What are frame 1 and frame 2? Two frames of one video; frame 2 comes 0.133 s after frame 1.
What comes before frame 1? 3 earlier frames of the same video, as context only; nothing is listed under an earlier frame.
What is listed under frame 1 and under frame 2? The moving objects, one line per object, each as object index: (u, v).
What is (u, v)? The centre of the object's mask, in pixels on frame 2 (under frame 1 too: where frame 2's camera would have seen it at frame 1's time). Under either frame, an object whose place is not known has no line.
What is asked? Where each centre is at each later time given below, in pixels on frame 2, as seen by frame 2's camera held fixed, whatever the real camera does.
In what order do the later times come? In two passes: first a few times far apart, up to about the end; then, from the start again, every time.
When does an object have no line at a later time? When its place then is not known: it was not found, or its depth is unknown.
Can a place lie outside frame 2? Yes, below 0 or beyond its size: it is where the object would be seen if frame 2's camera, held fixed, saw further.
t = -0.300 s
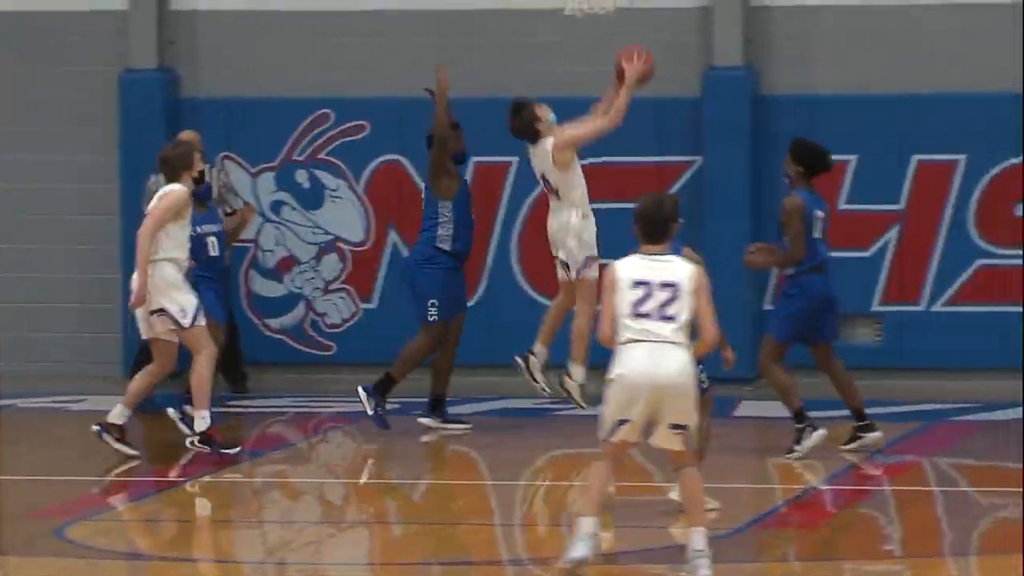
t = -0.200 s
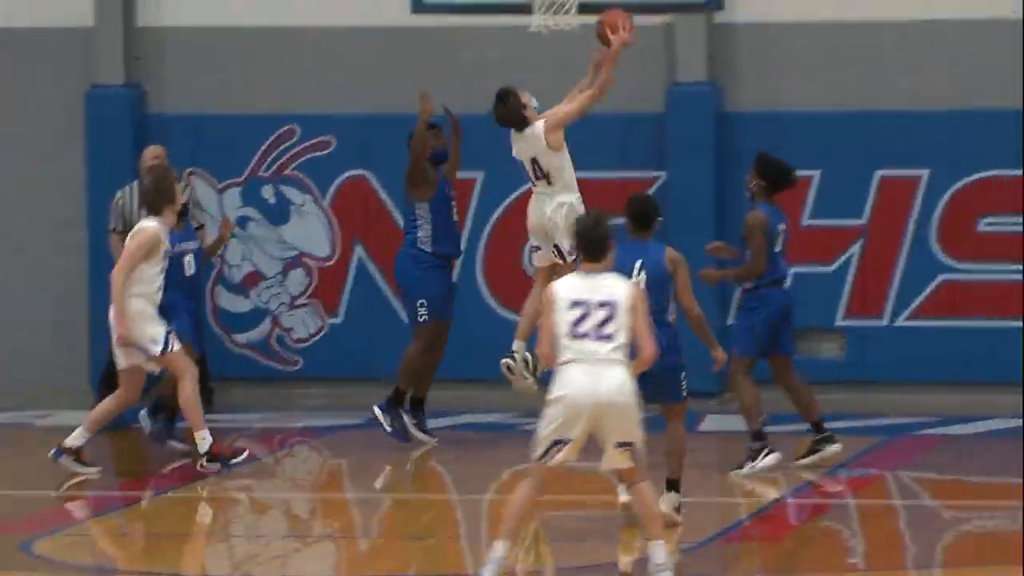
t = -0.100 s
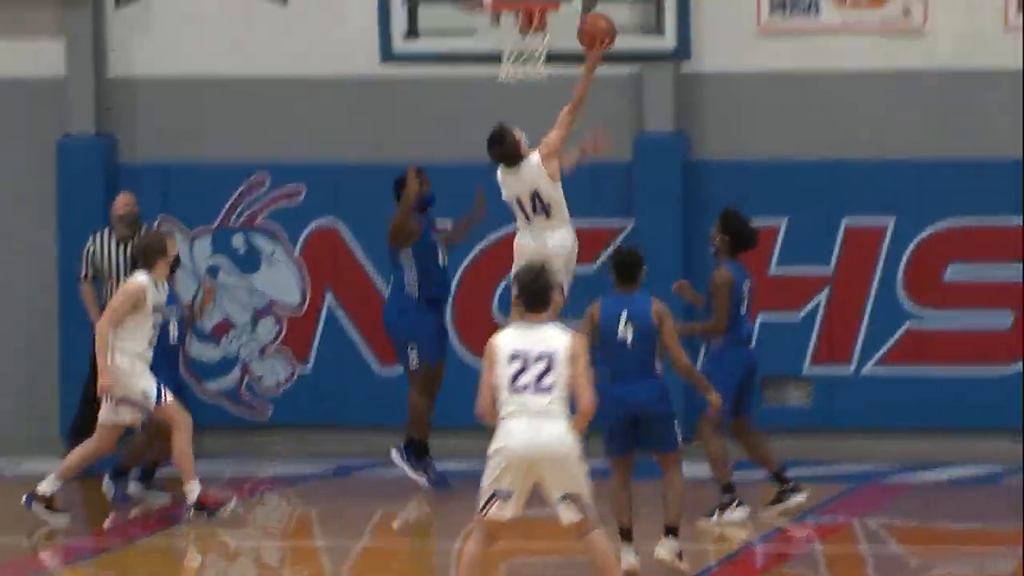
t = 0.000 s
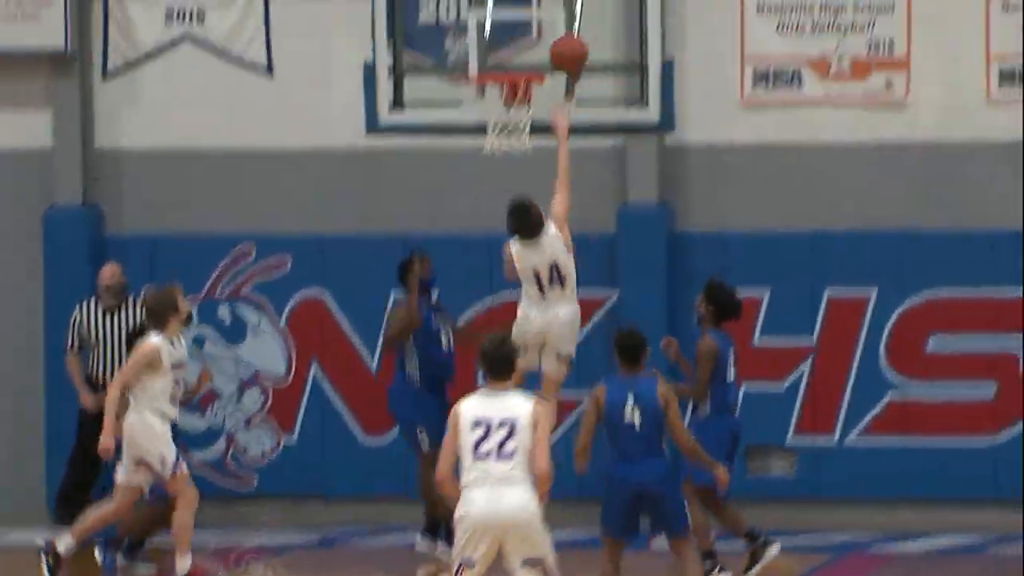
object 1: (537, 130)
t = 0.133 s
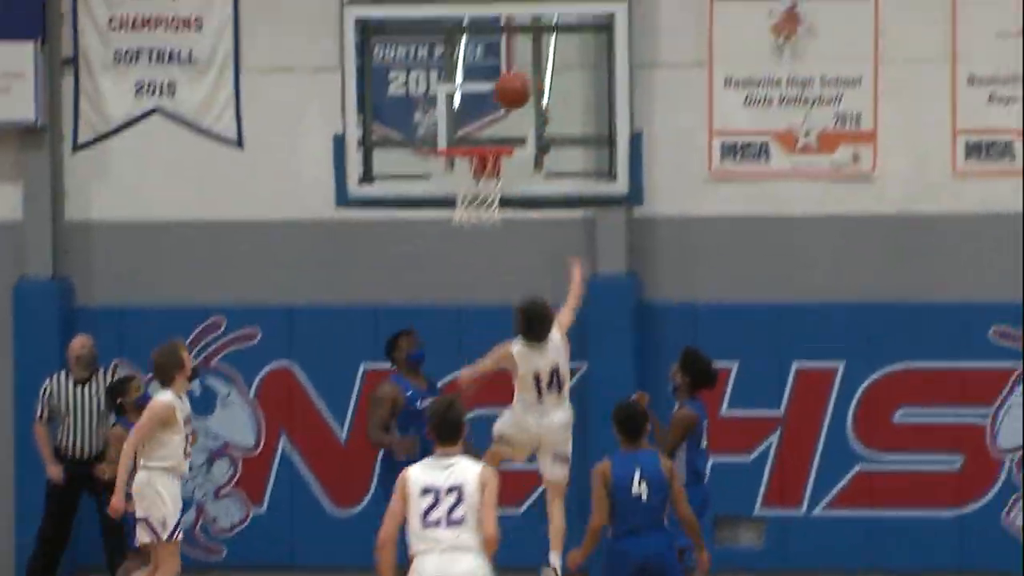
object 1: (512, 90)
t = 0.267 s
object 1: (484, 102)
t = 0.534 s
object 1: (500, 172)
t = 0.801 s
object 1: (492, 203)
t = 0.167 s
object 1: (505, 91)
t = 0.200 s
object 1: (498, 92)
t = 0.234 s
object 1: (492, 96)
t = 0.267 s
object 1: (484, 102)
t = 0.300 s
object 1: (477, 110)
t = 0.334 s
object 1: (470, 119)
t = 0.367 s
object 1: (462, 129)
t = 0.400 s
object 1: (455, 138)
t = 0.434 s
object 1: (465, 147)
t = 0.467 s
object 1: (480, 160)
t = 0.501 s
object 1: (491, 168)
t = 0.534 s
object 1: (500, 172)
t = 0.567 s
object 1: (506, 177)
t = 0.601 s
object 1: (508, 179)
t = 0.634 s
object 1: (508, 181)
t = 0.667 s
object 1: (507, 183)
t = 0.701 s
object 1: (505, 186)
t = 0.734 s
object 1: (500, 191)
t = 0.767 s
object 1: (495, 197)
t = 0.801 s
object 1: (492, 203)
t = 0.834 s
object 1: (489, 225)
